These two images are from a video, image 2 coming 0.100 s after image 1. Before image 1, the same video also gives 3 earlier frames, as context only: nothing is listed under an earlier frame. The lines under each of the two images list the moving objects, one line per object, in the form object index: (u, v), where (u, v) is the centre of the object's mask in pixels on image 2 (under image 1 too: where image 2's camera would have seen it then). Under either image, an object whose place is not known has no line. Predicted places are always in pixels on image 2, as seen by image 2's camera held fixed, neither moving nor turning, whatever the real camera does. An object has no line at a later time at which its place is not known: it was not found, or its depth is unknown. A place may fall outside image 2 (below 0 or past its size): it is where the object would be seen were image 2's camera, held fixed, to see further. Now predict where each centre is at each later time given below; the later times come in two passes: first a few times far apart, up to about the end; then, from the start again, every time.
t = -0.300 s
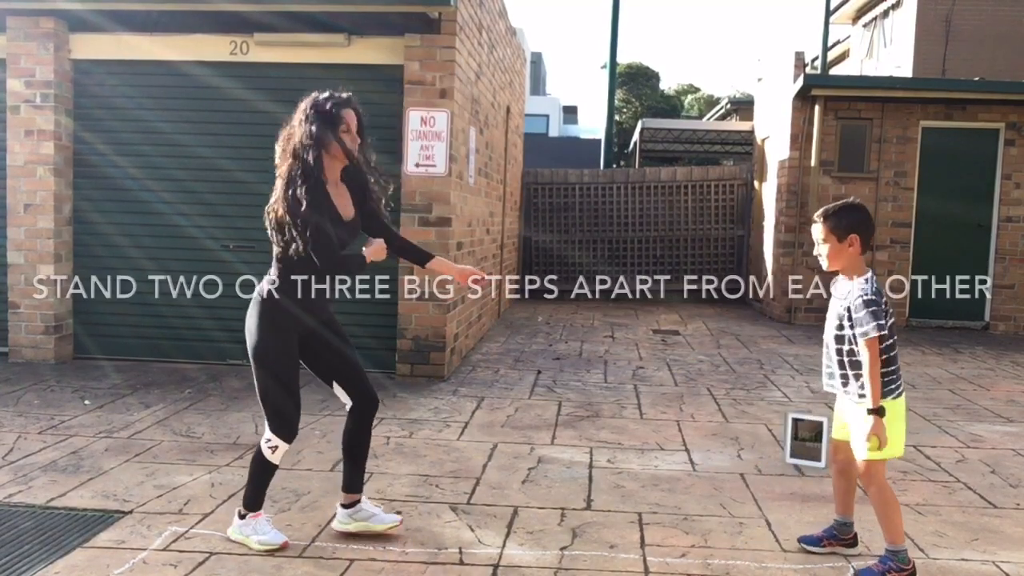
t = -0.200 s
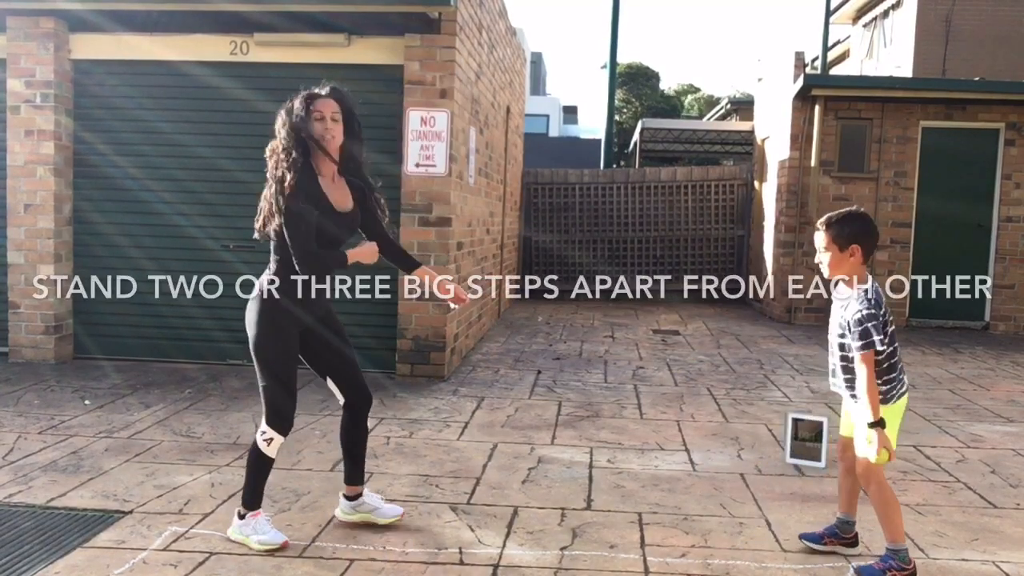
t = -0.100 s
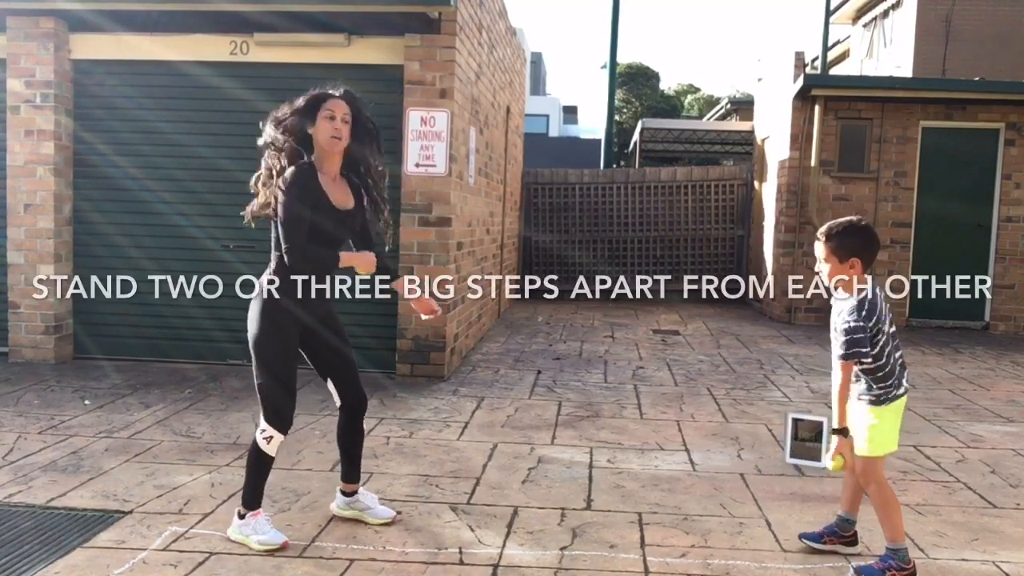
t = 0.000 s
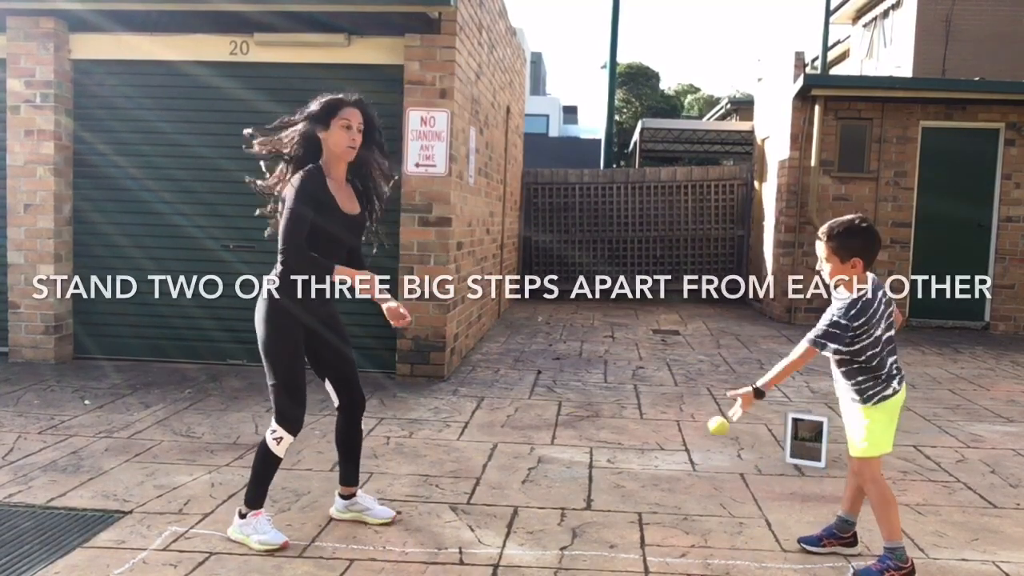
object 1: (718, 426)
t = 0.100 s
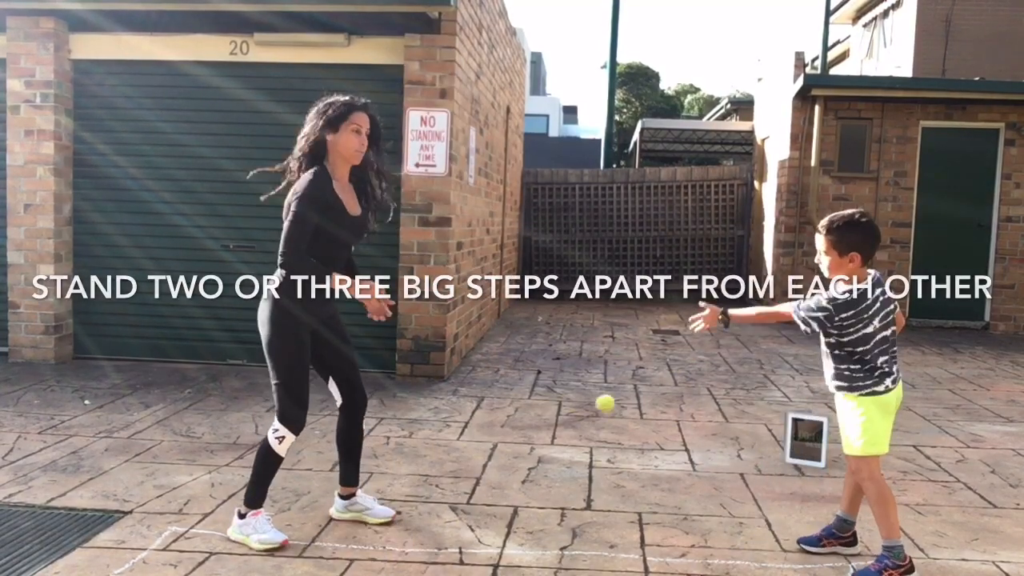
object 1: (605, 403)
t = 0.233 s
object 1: (475, 415)
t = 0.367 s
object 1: (365, 464)
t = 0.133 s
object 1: (570, 402)
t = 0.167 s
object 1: (537, 403)
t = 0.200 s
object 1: (506, 408)
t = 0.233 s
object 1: (475, 415)
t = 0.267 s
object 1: (446, 424)
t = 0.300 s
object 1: (418, 435)
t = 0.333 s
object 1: (391, 448)
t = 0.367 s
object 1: (365, 464)
